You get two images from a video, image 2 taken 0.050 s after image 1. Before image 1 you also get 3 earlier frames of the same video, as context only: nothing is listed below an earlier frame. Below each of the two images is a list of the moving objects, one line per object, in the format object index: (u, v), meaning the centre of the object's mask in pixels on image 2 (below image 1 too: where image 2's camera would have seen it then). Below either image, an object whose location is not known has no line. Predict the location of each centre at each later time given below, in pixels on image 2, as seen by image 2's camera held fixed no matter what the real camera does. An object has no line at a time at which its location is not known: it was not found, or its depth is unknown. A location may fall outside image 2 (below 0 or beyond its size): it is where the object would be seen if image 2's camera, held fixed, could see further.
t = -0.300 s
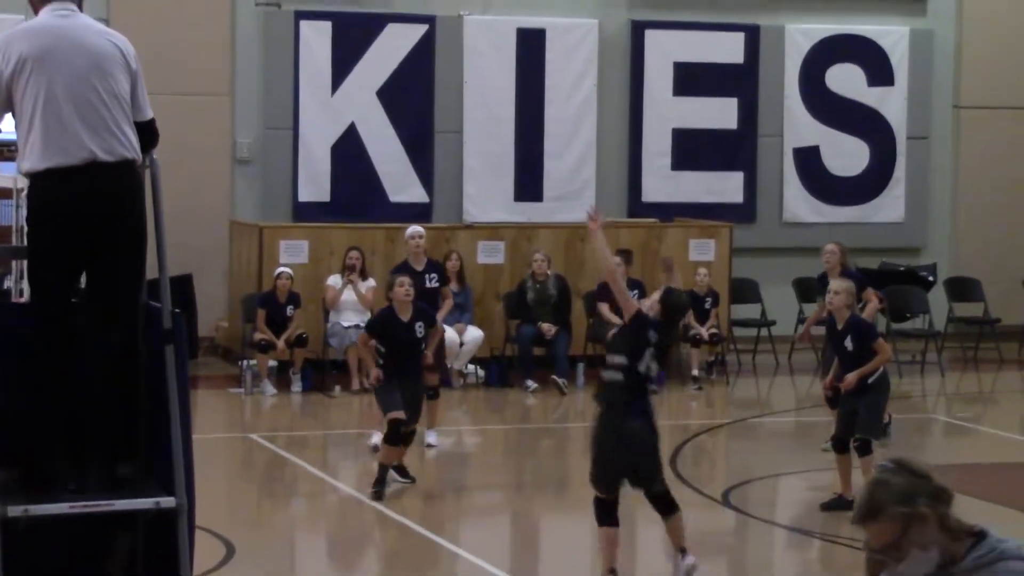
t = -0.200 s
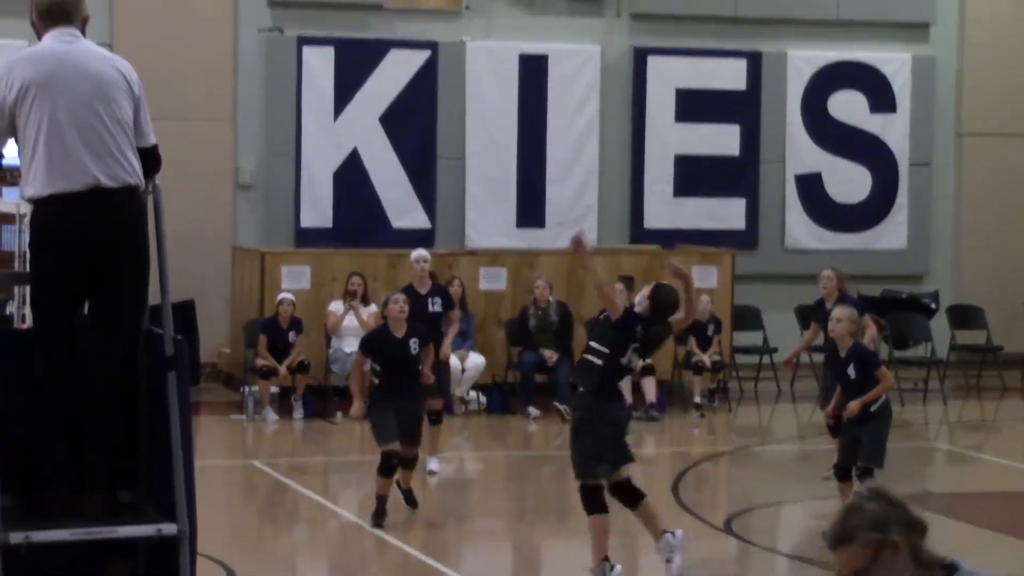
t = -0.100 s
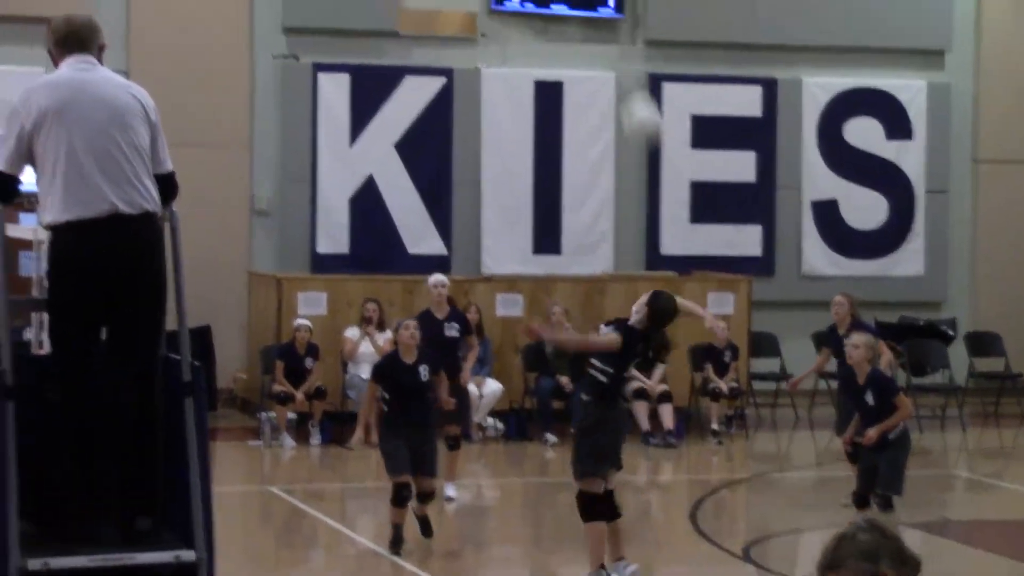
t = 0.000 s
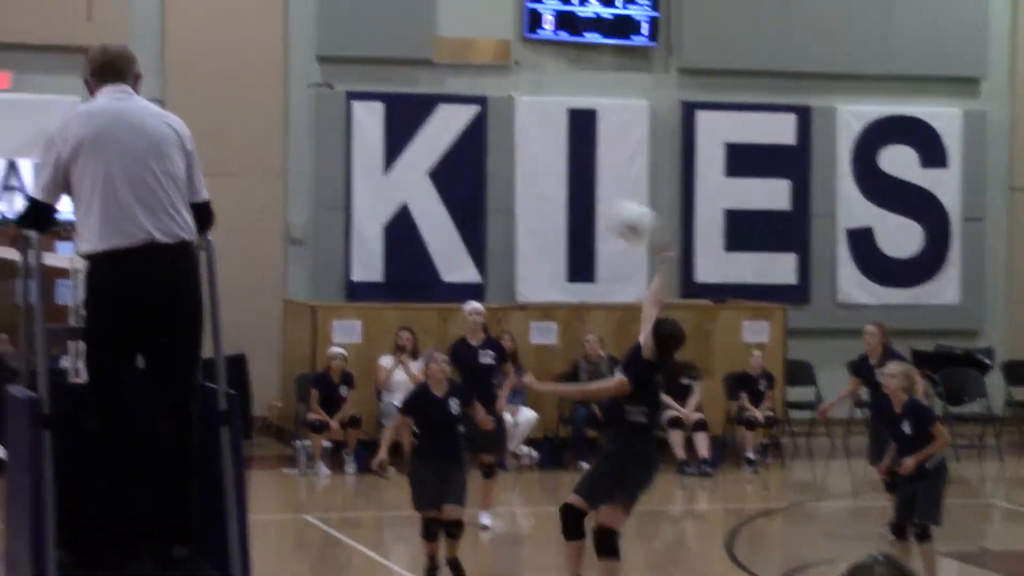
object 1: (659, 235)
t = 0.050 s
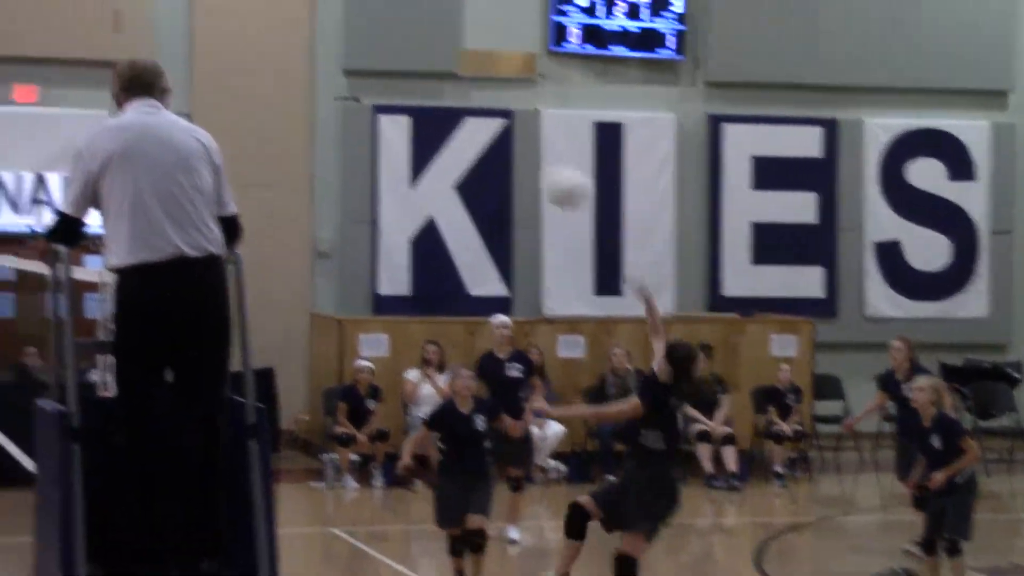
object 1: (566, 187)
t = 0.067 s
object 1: (533, 171)
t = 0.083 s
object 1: (503, 158)
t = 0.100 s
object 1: (470, 144)
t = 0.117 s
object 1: (436, 130)
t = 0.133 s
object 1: (407, 118)
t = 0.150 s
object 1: (372, 107)
